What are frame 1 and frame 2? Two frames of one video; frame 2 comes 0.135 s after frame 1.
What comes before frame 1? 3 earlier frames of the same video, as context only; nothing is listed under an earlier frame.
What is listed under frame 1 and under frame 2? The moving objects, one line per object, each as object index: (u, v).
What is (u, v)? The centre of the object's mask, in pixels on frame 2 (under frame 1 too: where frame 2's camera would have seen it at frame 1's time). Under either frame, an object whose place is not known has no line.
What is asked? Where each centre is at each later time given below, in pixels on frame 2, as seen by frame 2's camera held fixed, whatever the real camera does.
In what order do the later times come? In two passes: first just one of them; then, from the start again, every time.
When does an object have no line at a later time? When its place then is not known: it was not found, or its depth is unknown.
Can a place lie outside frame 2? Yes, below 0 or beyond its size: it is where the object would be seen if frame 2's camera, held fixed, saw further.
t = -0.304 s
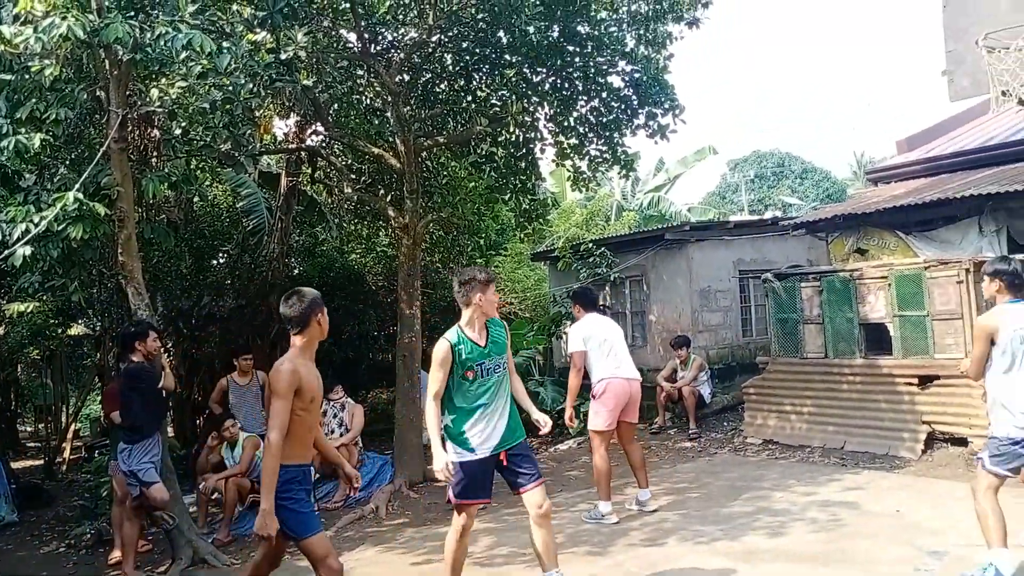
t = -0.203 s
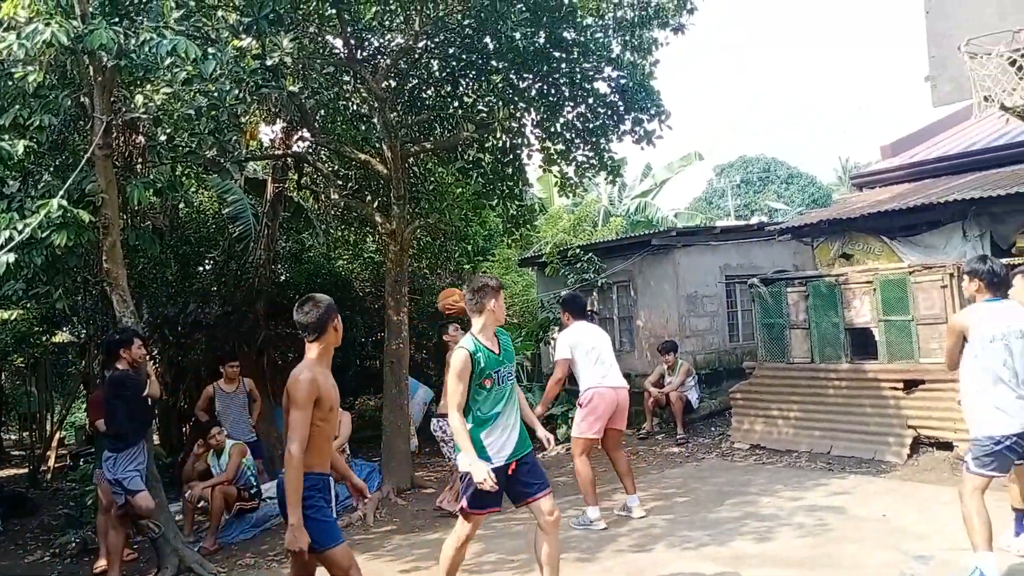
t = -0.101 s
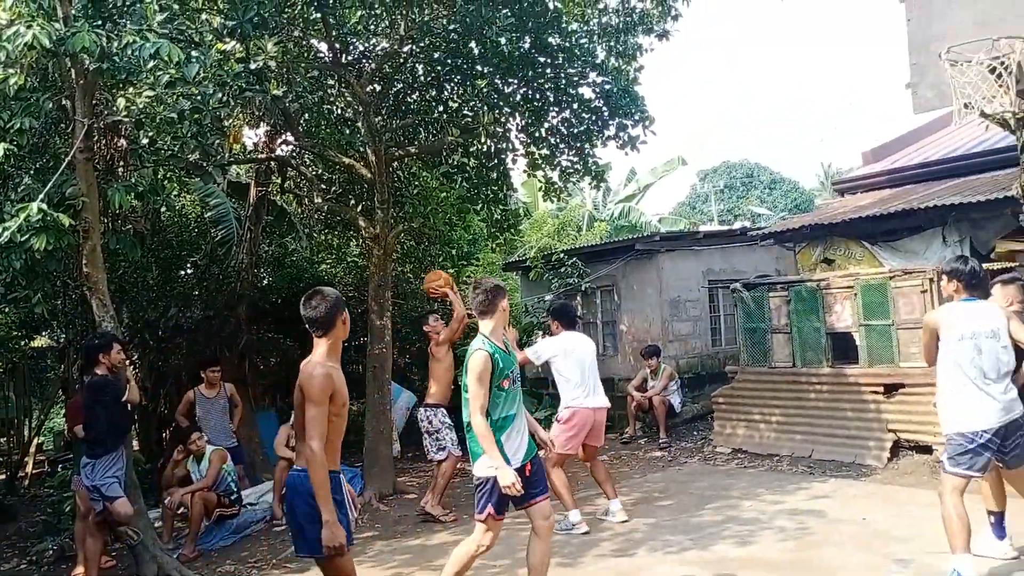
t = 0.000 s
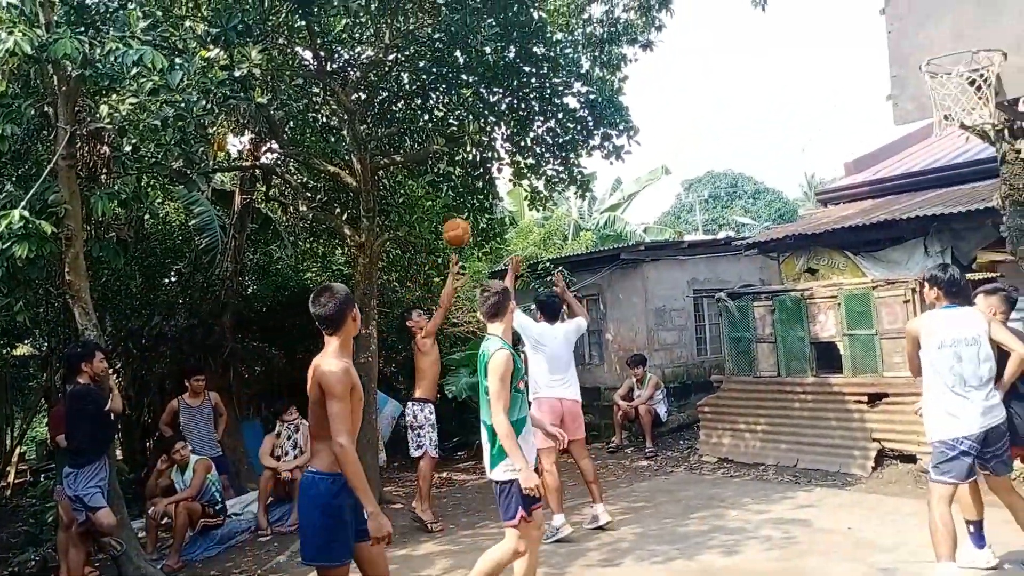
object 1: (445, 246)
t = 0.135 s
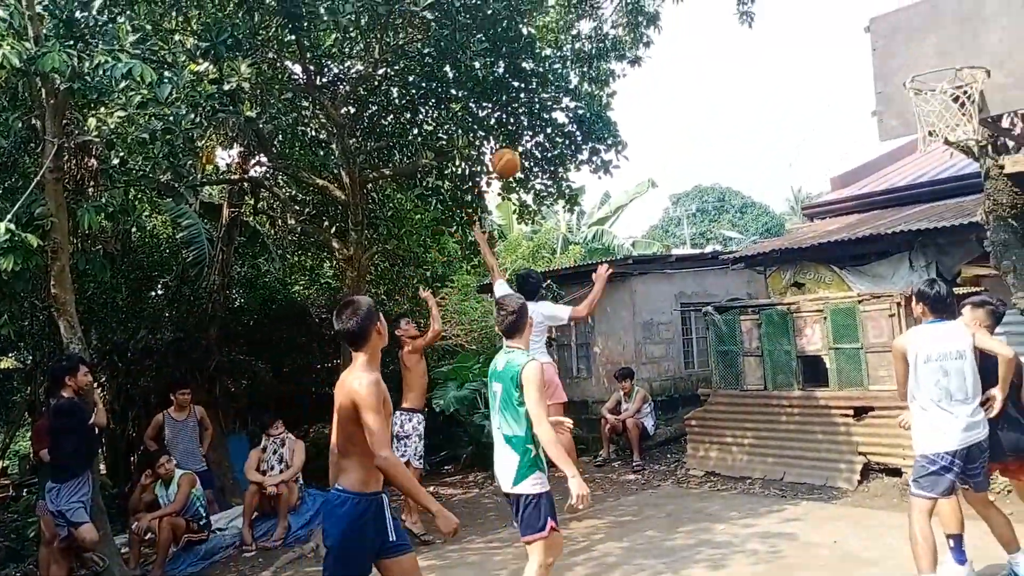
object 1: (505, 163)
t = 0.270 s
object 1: (570, 98)
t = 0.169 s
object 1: (522, 145)
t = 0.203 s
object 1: (537, 128)
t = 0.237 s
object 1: (553, 113)
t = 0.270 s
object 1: (570, 98)
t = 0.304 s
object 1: (588, 85)
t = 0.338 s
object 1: (605, 72)
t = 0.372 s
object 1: (624, 62)
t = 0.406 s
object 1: (642, 53)
